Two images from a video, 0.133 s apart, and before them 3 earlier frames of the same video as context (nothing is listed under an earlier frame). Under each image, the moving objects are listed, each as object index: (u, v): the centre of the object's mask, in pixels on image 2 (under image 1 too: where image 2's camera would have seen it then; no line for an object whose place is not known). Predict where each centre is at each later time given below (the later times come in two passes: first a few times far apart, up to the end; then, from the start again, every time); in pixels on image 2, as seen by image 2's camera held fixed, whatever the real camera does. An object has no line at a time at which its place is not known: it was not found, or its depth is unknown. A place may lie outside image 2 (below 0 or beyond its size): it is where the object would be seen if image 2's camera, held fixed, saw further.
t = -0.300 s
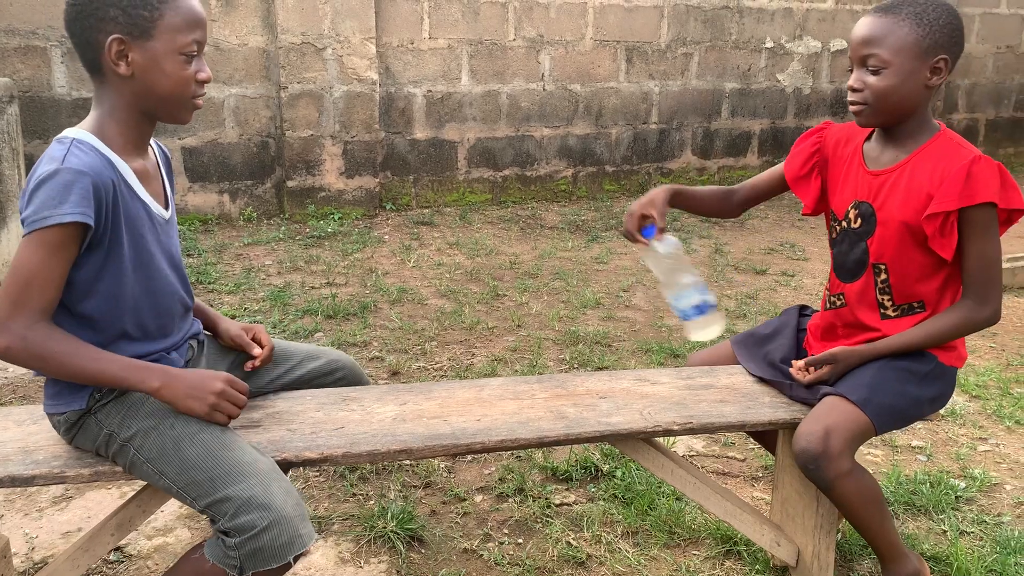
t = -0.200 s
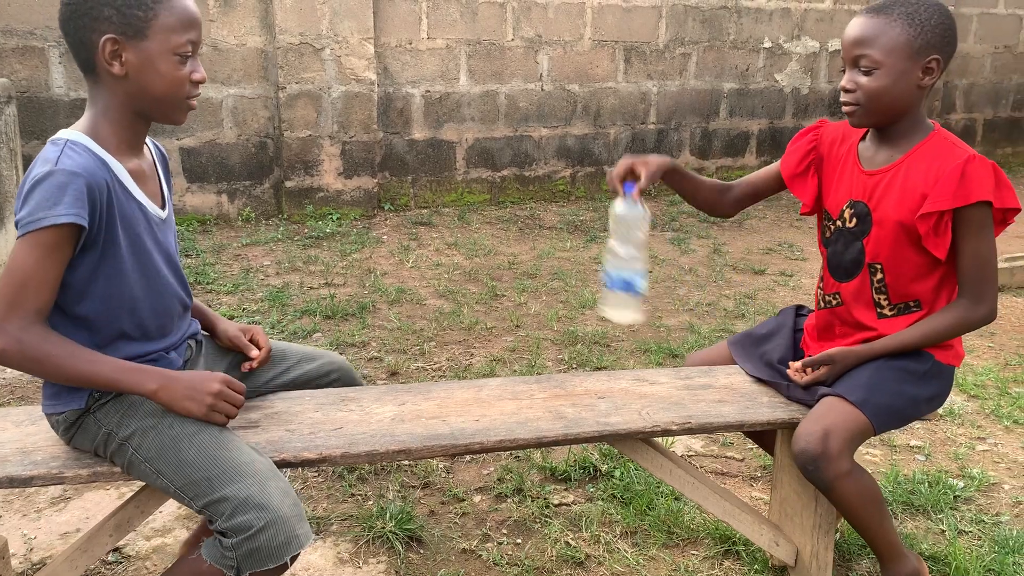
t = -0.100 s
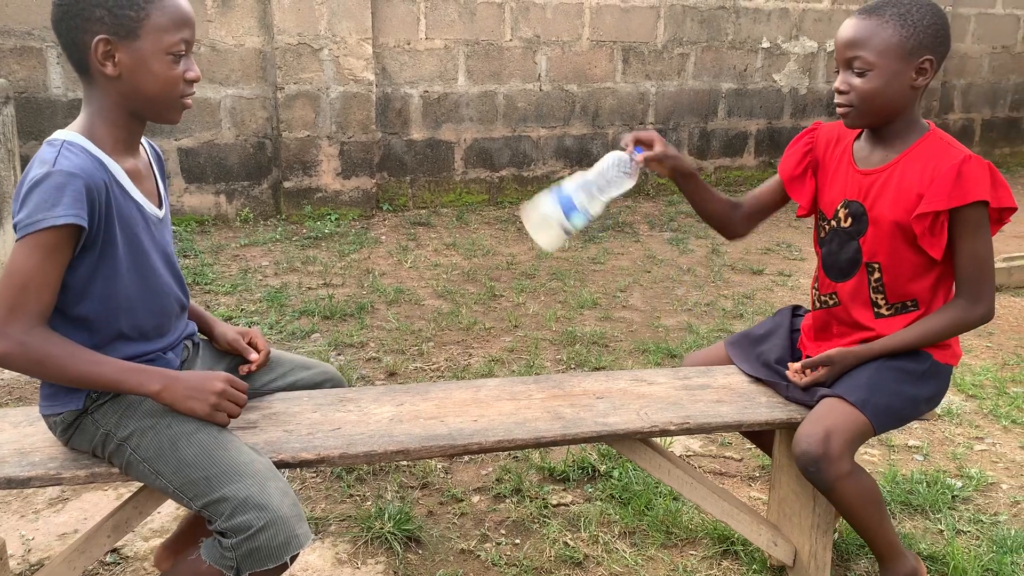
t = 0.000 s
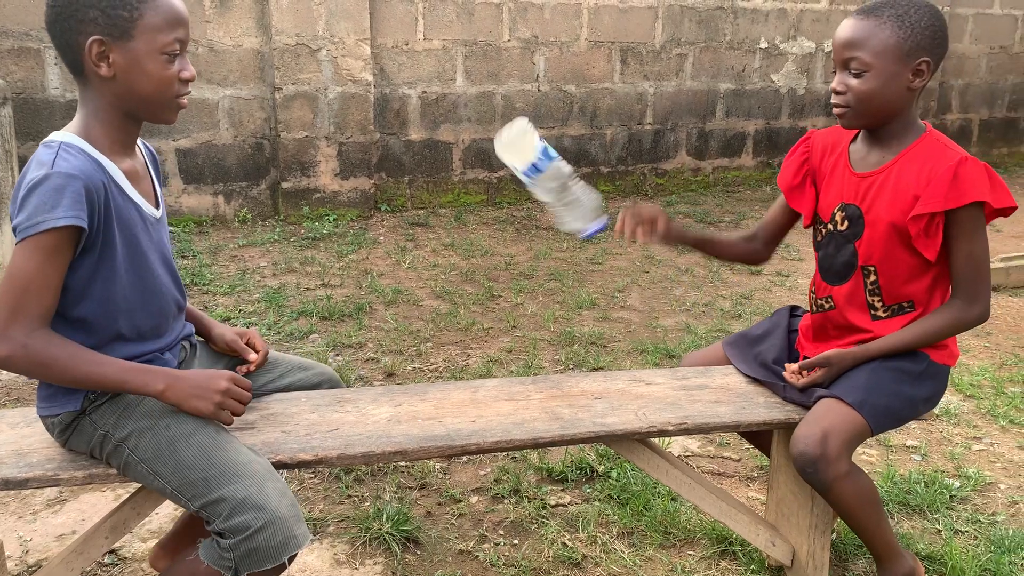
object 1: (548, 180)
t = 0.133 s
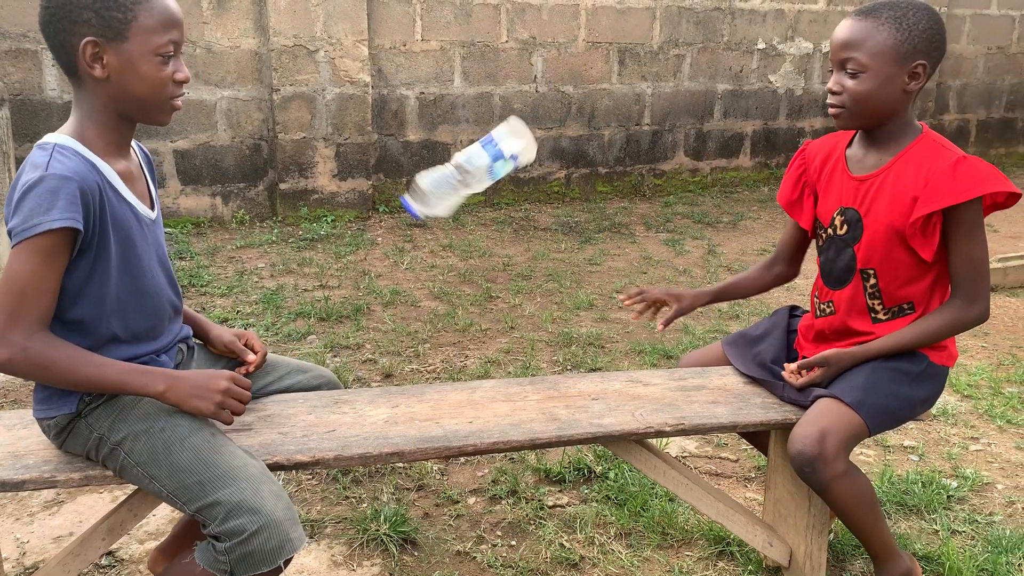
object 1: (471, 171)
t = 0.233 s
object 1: (463, 204)
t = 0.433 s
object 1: (464, 333)
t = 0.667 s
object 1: (465, 338)
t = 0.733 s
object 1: (462, 339)
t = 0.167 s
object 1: (465, 173)
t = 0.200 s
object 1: (463, 184)
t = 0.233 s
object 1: (463, 204)
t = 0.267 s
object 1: (463, 232)
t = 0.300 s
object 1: (464, 268)
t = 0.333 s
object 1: (464, 311)
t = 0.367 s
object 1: (465, 335)
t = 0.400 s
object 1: (464, 334)
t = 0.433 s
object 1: (464, 333)
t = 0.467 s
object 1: (465, 333)
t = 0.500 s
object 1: (466, 332)
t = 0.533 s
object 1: (468, 333)
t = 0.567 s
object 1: (468, 333)
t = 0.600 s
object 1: (468, 334)
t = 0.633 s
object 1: (466, 335)
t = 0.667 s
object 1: (465, 338)
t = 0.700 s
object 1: (464, 339)
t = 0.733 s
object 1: (462, 339)
